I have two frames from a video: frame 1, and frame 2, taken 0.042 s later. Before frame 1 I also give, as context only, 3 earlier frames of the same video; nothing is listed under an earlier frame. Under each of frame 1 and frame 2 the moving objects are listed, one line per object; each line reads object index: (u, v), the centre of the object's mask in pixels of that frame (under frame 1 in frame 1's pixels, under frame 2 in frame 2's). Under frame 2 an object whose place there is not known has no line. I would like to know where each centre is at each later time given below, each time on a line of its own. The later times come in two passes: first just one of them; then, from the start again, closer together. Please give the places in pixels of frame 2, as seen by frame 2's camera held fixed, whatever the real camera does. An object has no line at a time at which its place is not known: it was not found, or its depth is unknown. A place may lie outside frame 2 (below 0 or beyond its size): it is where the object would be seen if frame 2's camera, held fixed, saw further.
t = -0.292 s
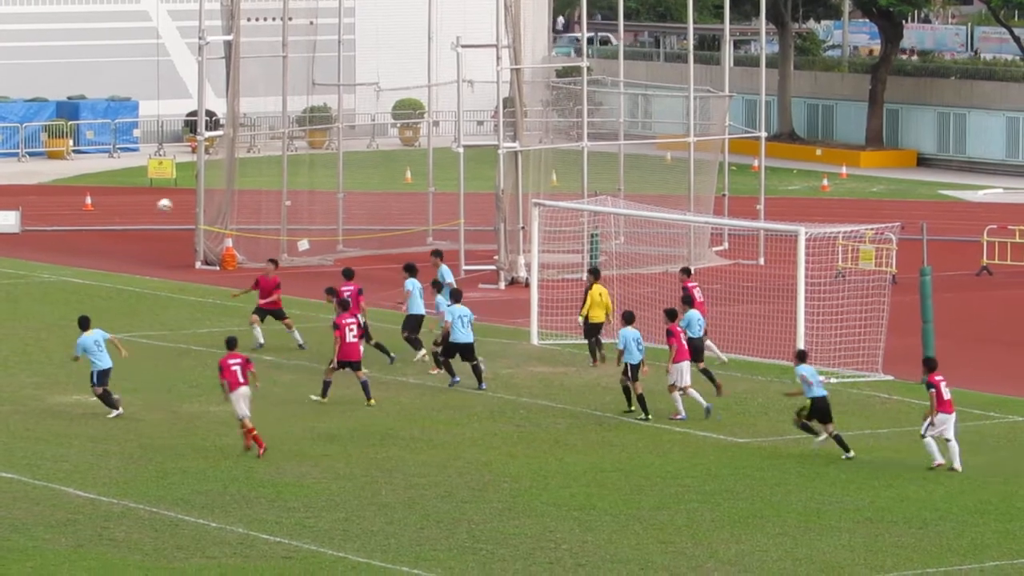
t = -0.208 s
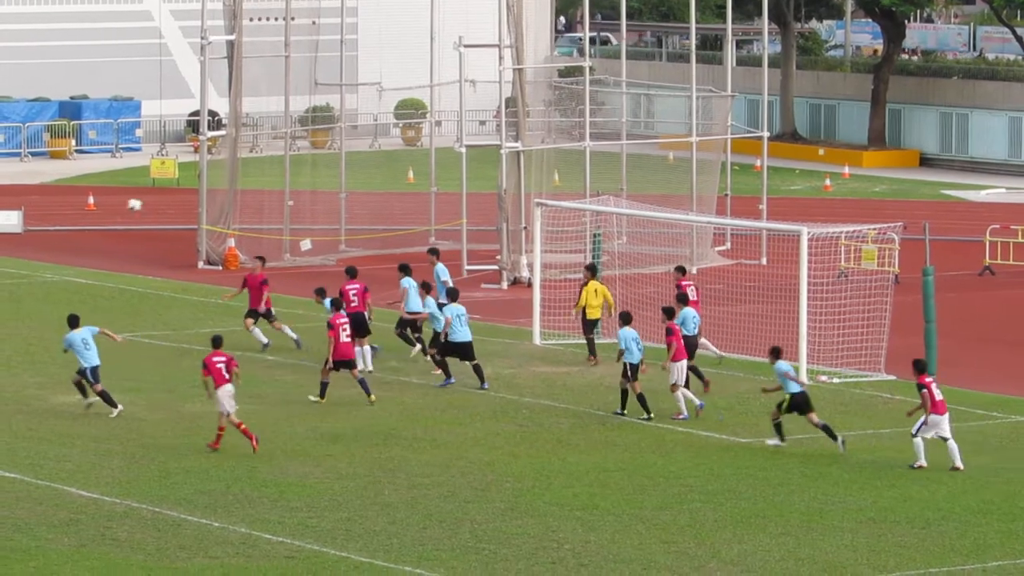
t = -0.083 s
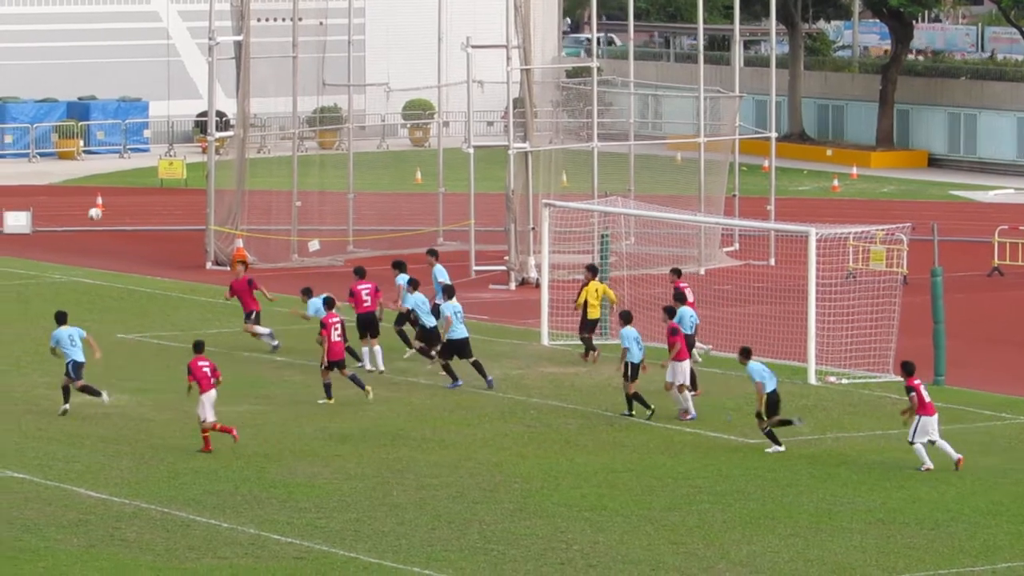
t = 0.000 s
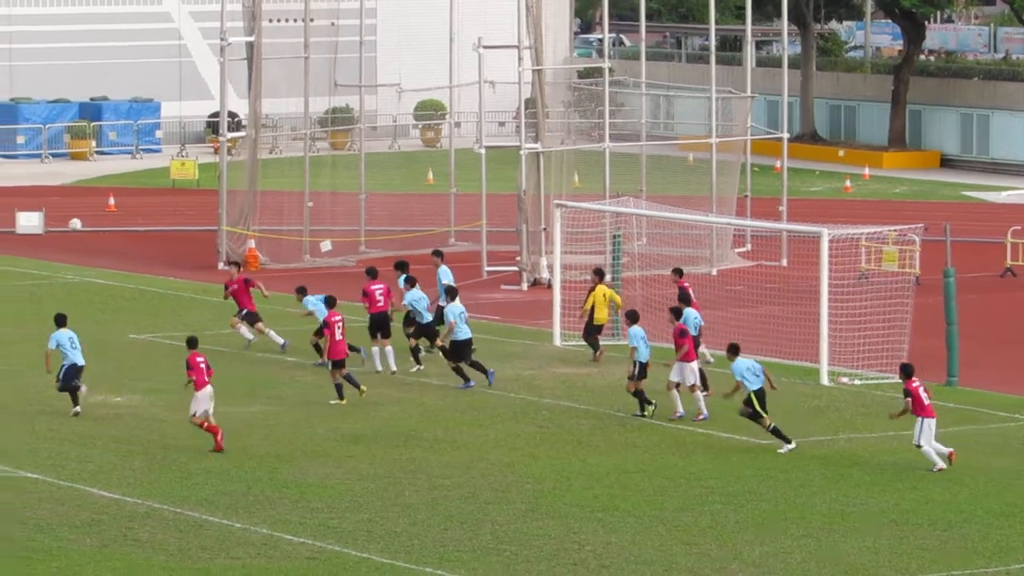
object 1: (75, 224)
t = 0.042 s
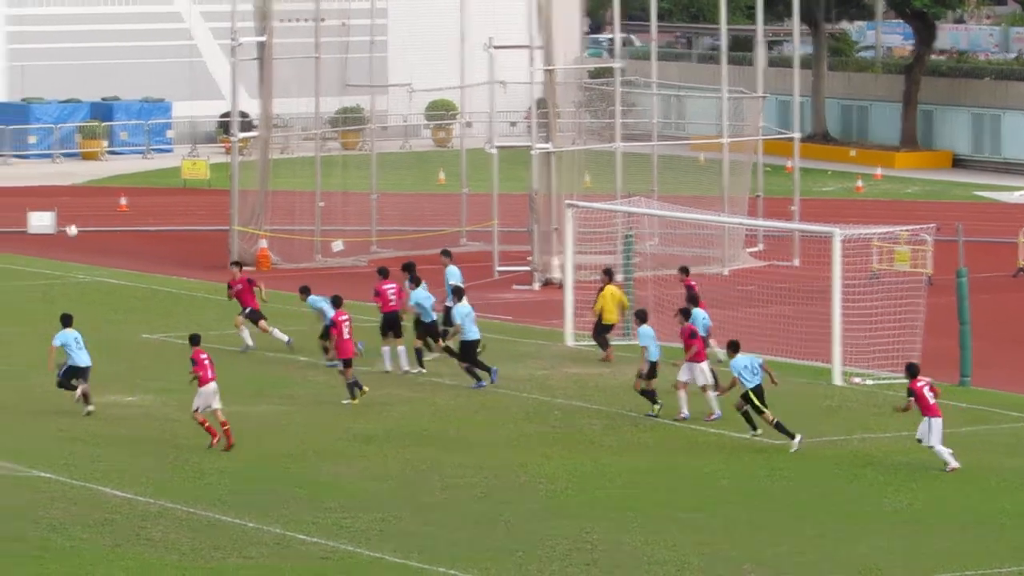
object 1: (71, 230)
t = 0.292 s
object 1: (-27, 290)
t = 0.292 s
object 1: (-27, 290)
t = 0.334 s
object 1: (-44, 304)
